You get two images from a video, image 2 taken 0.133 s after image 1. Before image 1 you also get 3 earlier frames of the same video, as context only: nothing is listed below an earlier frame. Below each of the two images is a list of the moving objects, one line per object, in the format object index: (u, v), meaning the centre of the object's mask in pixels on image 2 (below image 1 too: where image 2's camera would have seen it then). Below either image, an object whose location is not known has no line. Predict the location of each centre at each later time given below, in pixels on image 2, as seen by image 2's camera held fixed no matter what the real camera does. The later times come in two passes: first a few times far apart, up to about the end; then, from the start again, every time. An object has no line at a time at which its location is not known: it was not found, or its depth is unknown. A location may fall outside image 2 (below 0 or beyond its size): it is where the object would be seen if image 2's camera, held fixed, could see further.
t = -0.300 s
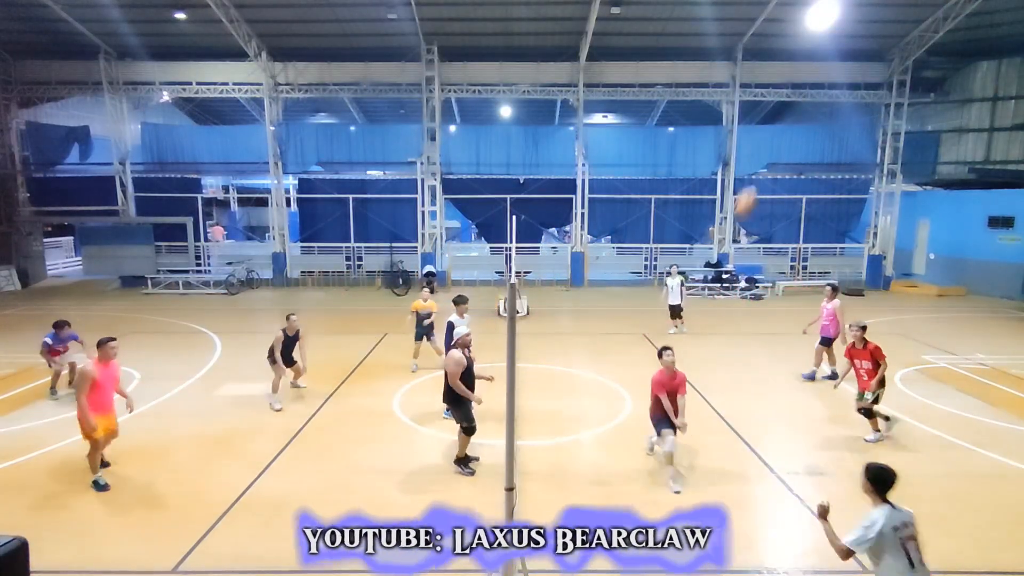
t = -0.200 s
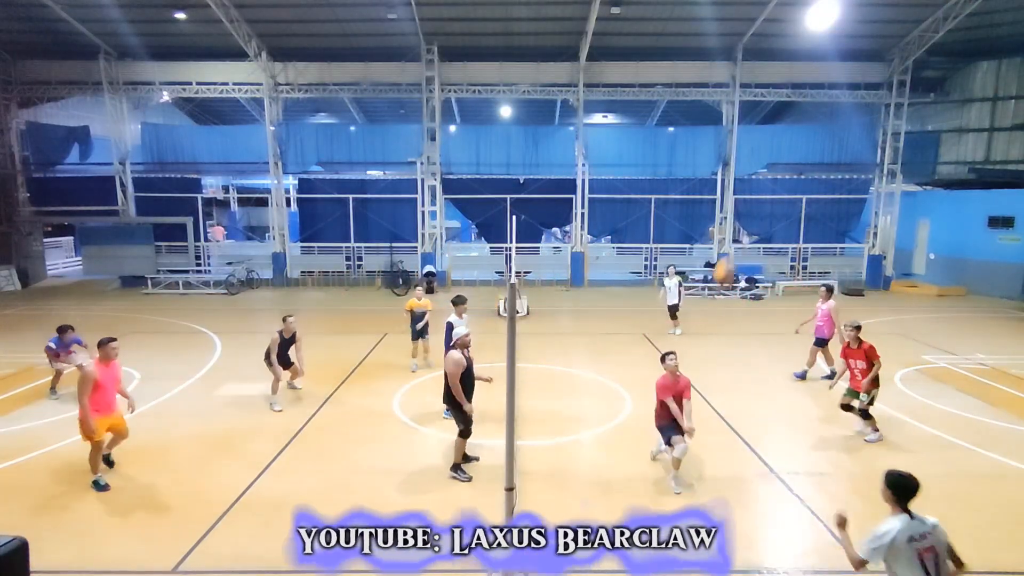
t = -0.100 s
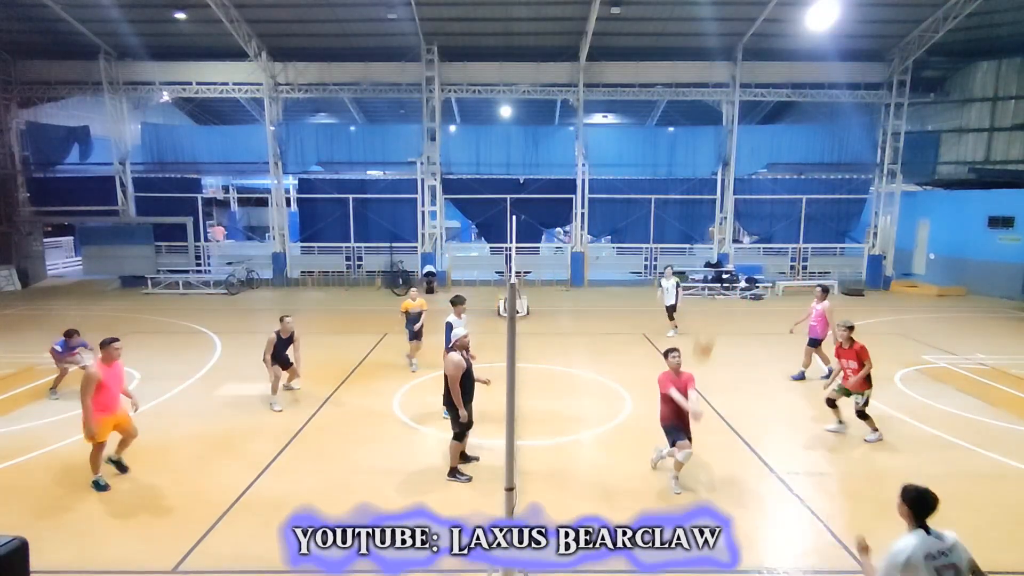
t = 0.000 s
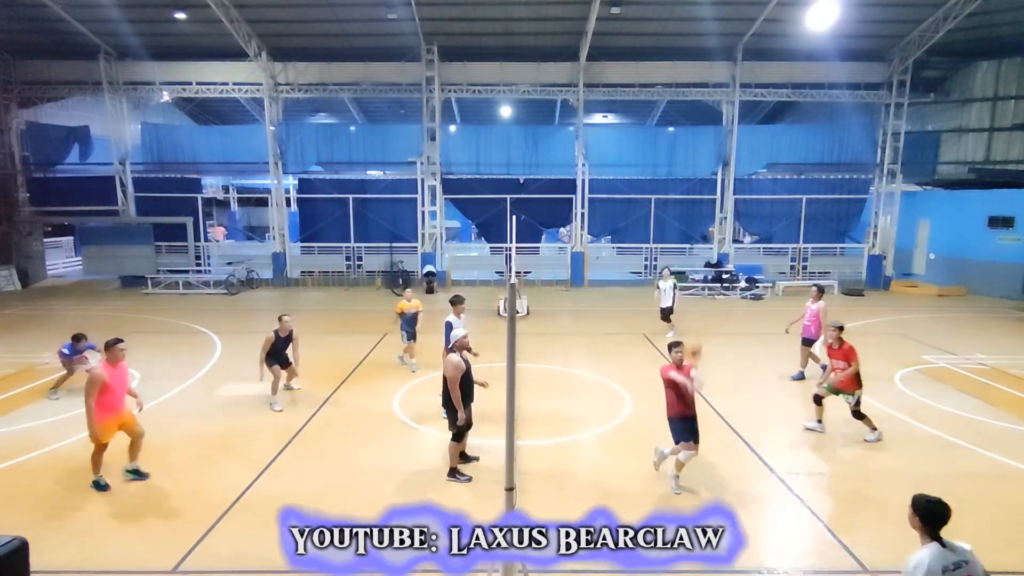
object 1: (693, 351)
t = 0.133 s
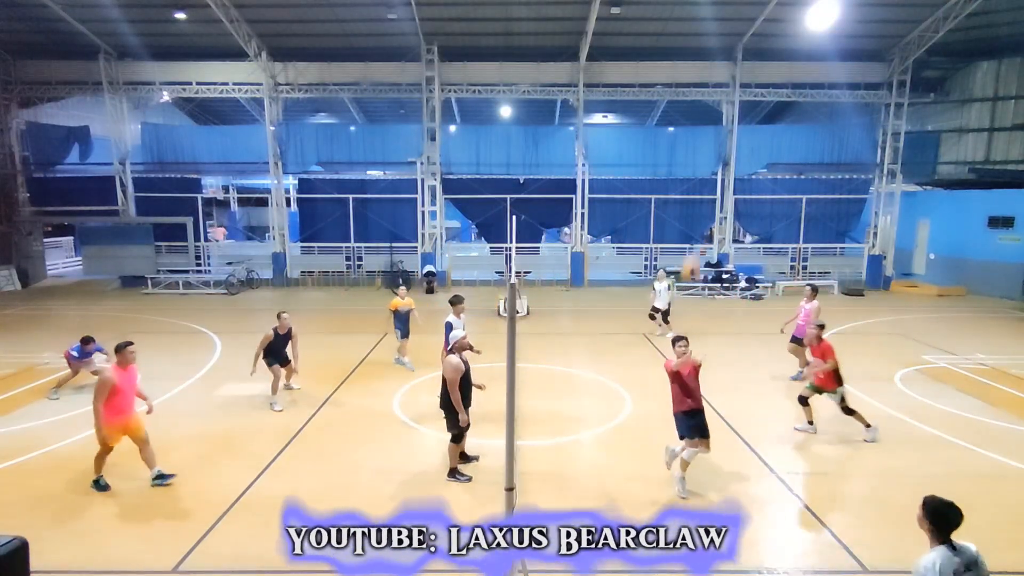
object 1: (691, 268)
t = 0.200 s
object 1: (691, 232)
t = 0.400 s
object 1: (687, 146)
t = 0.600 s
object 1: (683, 97)
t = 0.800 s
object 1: (677, 91)
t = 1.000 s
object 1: (668, 128)
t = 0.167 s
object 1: (691, 249)
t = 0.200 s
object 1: (691, 232)
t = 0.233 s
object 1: (690, 216)
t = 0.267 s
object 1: (689, 200)
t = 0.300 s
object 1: (689, 185)
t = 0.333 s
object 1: (688, 172)
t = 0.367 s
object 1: (688, 158)
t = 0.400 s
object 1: (687, 146)
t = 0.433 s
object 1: (687, 135)
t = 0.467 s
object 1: (686, 125)
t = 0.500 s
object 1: (685, 116)
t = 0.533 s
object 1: (684, 109)
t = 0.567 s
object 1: (683, 102)
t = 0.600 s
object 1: (683, 97)
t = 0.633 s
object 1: (682, 93)
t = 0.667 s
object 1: (681, 90)
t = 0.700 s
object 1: (680, 88)
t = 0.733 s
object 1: (679, 88)
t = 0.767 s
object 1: (678, 89)
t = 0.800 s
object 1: (677, 91)
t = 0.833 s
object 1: (675, 94)
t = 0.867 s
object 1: (674, 98)
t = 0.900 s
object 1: (672, 104)
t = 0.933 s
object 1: (670, 111)
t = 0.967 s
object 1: (669, 118)
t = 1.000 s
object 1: (668, 128)
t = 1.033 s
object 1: (666, 139)
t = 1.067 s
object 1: (664, 151)
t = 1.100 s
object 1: (663, 166)
